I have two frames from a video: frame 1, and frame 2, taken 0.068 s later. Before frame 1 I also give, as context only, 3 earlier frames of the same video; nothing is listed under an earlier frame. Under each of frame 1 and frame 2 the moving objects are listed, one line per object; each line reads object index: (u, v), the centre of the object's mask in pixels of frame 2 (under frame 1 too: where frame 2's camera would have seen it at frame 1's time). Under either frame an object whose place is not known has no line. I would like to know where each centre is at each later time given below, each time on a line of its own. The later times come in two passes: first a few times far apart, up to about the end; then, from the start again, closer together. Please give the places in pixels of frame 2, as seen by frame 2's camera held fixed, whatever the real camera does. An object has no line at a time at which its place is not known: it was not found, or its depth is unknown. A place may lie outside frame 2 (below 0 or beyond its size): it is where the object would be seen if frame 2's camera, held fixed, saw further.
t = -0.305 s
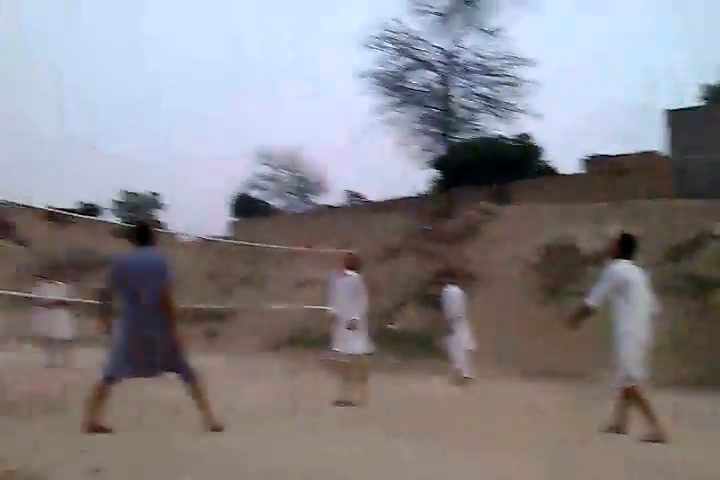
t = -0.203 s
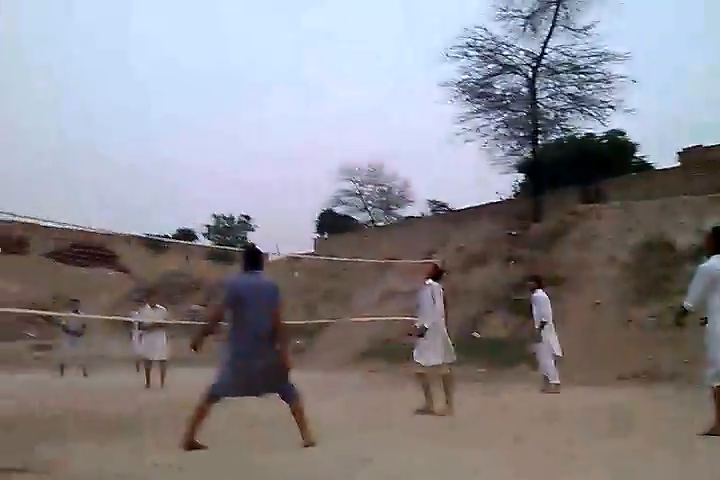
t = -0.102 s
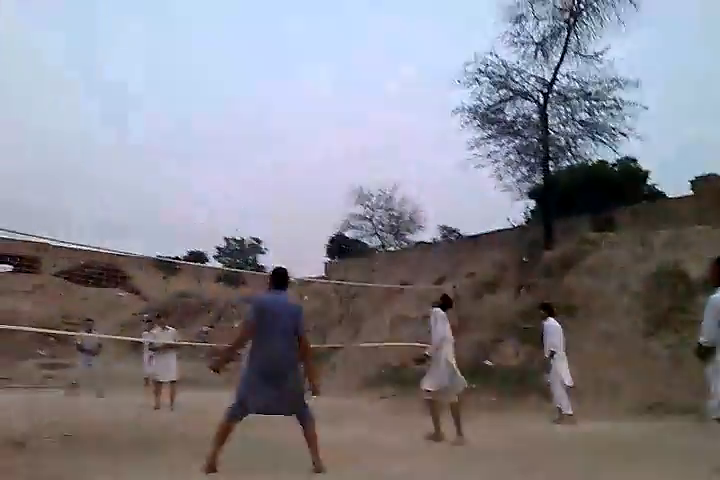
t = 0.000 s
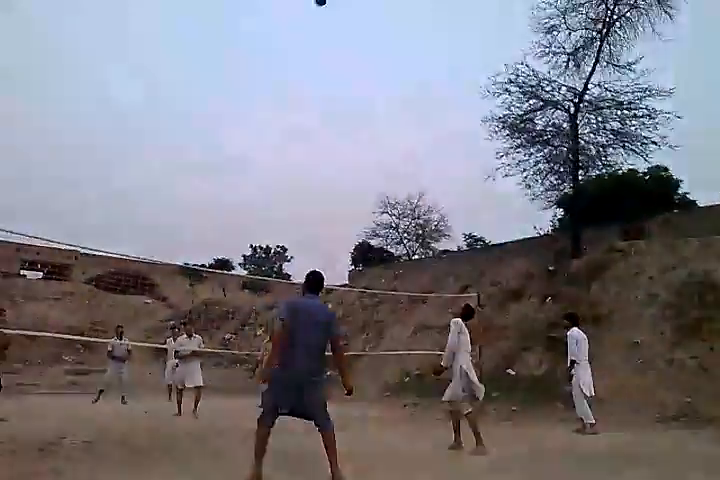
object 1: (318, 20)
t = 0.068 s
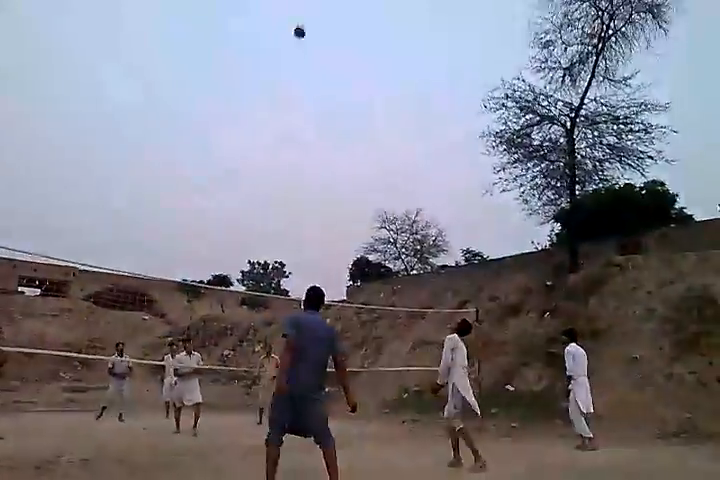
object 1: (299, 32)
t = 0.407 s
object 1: (228, 139)
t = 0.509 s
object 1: (210, 173)
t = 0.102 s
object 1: (286, 43)
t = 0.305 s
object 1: (244, 106)
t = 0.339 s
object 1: (239, 116)
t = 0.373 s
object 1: (233, 128)
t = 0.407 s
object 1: (228, 139)
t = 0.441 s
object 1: (222, 150)
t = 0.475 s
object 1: (216, 161)
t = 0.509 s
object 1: (210, 173)
